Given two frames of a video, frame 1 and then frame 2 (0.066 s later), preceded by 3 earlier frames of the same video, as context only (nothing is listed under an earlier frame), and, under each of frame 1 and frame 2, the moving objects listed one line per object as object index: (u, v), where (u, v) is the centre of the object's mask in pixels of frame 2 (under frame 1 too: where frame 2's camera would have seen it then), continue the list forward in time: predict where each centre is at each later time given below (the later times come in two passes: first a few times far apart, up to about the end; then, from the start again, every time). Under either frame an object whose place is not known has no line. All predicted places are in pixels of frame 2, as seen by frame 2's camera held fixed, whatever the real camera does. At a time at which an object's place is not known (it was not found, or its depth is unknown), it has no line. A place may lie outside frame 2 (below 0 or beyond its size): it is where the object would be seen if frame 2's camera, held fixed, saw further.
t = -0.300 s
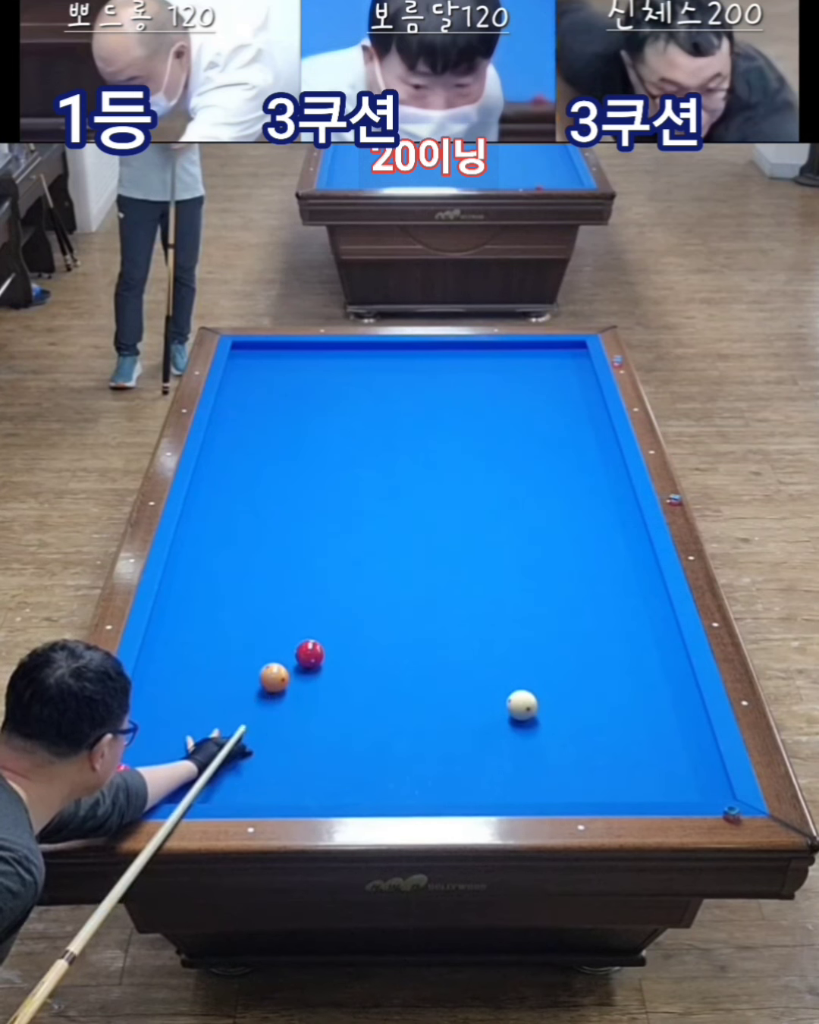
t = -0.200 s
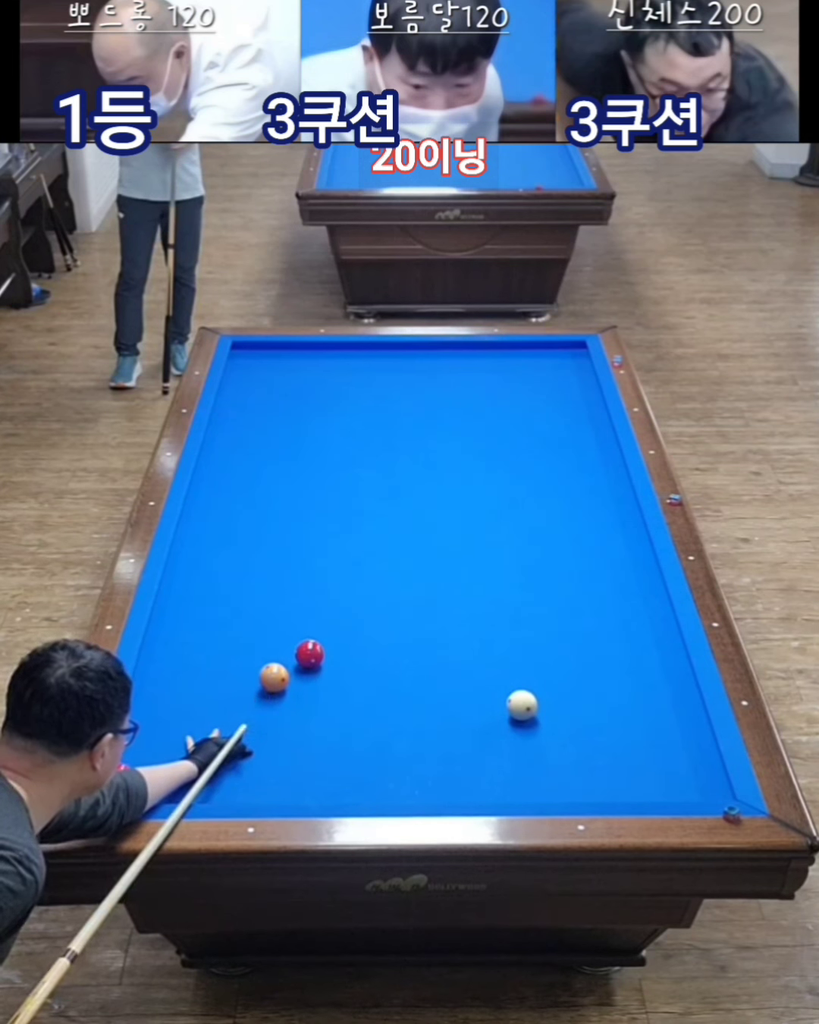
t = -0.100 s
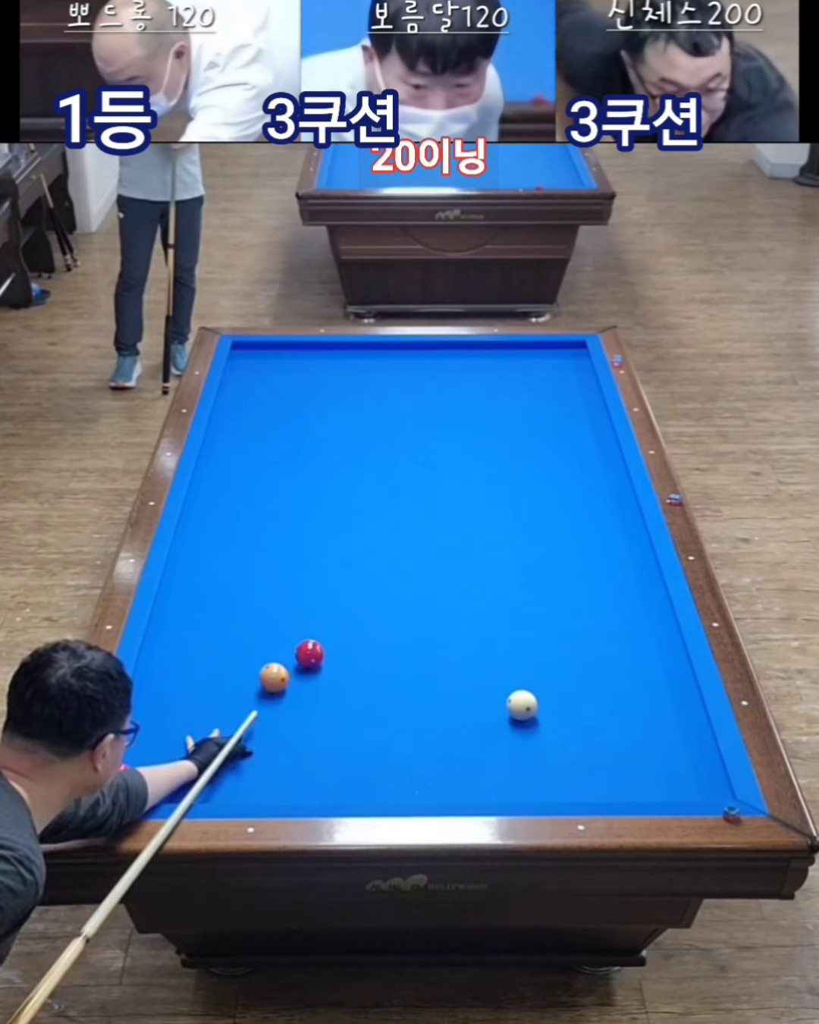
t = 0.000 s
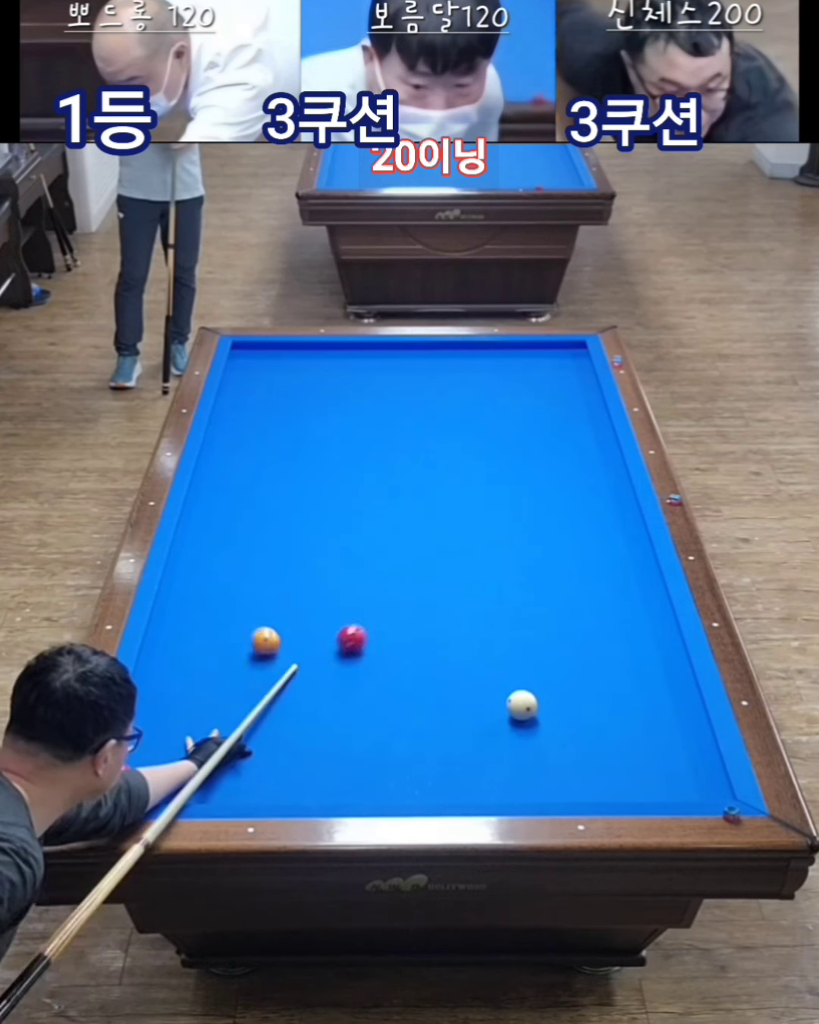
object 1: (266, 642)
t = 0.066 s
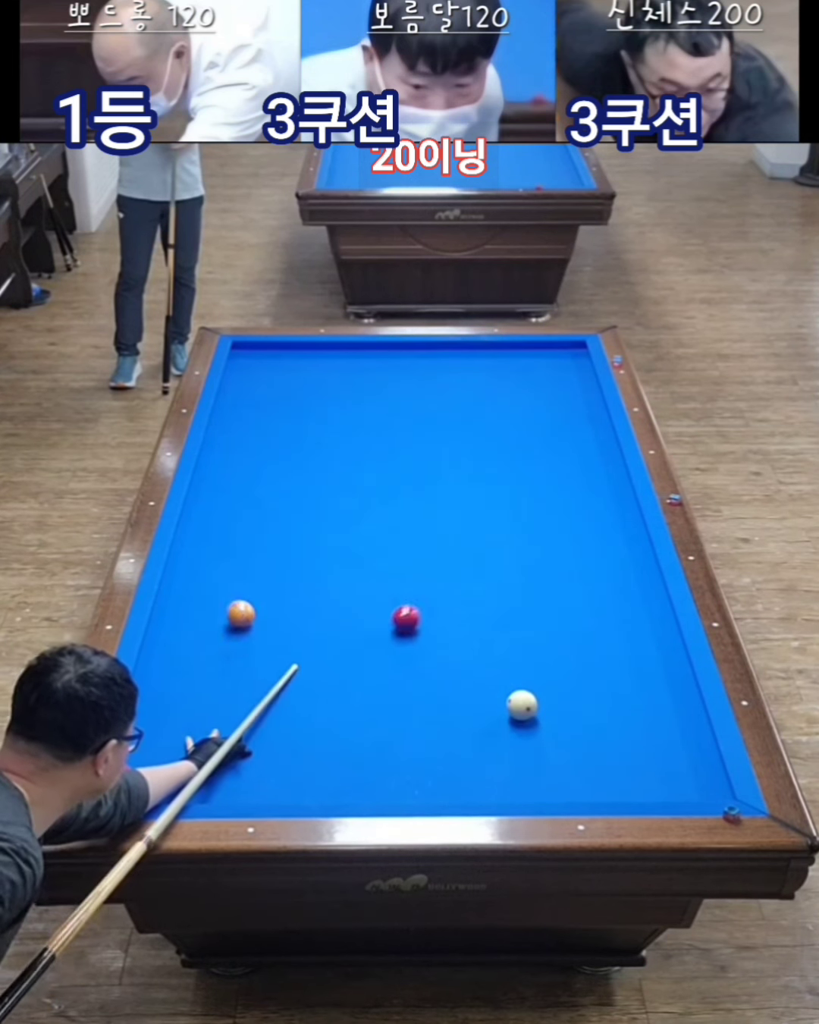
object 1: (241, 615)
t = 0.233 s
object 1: (187, 561)
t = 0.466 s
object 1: (246, 500)
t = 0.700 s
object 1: (294, 457)
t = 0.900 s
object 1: (331, 425)
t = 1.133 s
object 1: (369, 392)
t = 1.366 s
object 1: (403, 362)
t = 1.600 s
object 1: (441, 353)
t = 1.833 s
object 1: (488, 368)
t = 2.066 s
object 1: (536, 382)
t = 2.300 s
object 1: (586, 396)
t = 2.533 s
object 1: (577, 412)
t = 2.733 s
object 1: (560, 426)
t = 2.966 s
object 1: (538, 443)
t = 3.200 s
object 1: (516, 461)
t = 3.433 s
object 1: (493, 479)
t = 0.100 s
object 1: (230, 602)
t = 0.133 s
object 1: (218, 591)
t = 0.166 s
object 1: (207, 580)
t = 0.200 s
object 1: (197, 570)
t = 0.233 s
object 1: (187, 561)
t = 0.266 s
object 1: (184, 551)
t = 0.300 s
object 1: (196, 541)
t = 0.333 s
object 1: (208, 532)
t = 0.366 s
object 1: (218, 523)
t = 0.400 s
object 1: (228, 515)
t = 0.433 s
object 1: (237, 507)
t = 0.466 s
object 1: (246, 500)
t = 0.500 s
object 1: (253, 493)
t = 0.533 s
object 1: (261, 487)
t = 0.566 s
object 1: (268, 480)
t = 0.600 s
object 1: (275, 474)
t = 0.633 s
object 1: (281, 469)
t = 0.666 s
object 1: (288, 463)
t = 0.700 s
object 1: (294, 457)
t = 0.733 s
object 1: (301, 452)
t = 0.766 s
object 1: (307, 446)
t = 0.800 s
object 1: (313, 441)
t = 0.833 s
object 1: (319, 436)
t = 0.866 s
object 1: (325, 430)
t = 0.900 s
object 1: (331, 425)
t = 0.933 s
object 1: (337, 420)
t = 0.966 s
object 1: (342, 415)
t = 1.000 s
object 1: (348, 410)
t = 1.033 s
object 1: (353, 406)
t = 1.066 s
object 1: (359, 401)
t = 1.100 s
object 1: (364, 397)
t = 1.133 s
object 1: (369, 392)
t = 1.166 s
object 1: (374, 388)
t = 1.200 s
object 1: (379, 383)
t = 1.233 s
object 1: (384, 379)
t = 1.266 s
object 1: (389, 375)
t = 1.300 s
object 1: (394, 370)
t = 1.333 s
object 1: (399, 366)
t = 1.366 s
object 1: (403, 362)
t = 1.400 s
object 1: (408, 358)
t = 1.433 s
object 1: (412, 354)
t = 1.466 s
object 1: (417, 350)
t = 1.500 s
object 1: (421, 346)
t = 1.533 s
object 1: (427, 348)
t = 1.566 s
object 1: (434, 351)
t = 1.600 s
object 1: (441, 353)
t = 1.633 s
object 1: (448, 356)
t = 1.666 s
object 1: (454, 358)
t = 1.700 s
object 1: (461, 360)
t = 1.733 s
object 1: (468, 362)
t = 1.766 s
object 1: (475, 364)
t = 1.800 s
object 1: (481, 366)
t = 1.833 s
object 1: (488, 368)
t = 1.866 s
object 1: (495, 370)
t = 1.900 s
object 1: (502, 372)
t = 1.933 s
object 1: (508, 374)
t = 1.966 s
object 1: (515, 376)
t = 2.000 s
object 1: (522, 378)
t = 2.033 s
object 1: (529, 380)
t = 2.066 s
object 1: (536, 382)
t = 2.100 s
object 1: (543, 384)
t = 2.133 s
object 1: (550, 386)
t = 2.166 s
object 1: (557, 388)
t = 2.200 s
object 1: (565, 390)
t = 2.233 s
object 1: (572, 392)
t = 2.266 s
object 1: (579, 394)
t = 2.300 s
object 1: (586, 396)
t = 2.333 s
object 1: (593, 398)
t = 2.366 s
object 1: (593, 401)
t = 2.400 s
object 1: (589, 403)
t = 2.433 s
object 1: (586, 405)
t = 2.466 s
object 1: (583, 407)
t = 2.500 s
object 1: (580, 410)
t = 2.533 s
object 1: (577, 412)
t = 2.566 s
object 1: (574, 414)
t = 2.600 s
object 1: (571, 417)
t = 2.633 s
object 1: (568, 419)
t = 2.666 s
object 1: (565, 422)
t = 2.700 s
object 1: (562, 424)
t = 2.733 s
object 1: (560, 426)
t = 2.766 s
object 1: (556, 429)
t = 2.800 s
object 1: (554, 431)
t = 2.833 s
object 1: (551, 433)
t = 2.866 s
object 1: (547, 436)
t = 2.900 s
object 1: (544, 438)
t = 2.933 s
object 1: (541, 441)
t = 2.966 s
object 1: (538, 443)
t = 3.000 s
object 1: (535, 446)
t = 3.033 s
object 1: (532, 448)
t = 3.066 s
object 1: (529, 451)
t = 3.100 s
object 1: (526, 453)
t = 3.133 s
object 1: (523, 456)
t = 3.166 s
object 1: (519, 458)
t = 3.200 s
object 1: (516, 461)
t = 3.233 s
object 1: (513, 463)
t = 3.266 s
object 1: (510, 466)
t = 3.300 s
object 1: (507, 468)
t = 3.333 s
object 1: (503, 471)
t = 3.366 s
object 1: (500, 473)
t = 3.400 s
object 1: (497, 476)
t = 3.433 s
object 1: (493, 479)
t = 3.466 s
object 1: (490, 481)
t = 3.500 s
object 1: (487, 484)
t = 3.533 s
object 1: (484, 487)
